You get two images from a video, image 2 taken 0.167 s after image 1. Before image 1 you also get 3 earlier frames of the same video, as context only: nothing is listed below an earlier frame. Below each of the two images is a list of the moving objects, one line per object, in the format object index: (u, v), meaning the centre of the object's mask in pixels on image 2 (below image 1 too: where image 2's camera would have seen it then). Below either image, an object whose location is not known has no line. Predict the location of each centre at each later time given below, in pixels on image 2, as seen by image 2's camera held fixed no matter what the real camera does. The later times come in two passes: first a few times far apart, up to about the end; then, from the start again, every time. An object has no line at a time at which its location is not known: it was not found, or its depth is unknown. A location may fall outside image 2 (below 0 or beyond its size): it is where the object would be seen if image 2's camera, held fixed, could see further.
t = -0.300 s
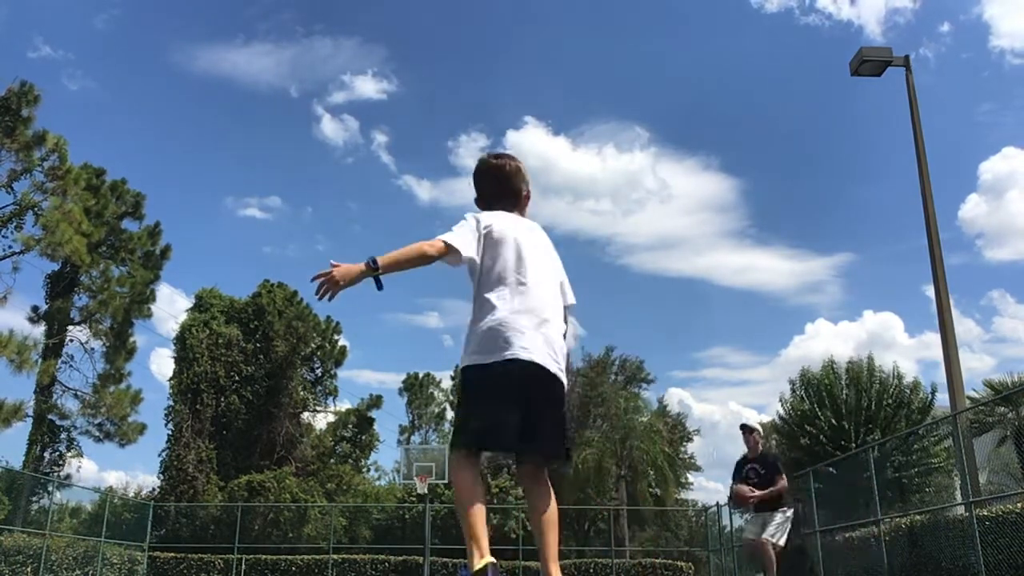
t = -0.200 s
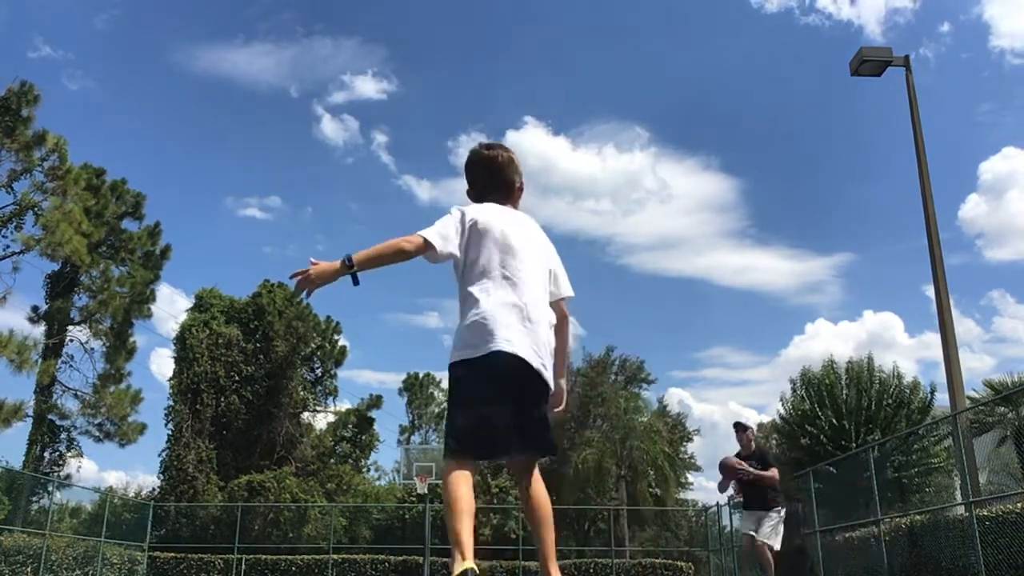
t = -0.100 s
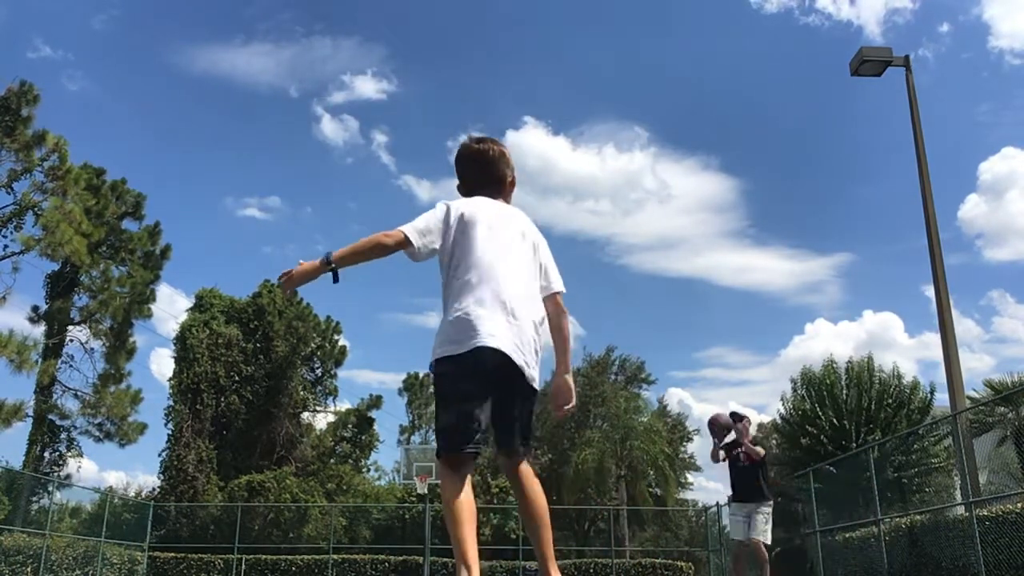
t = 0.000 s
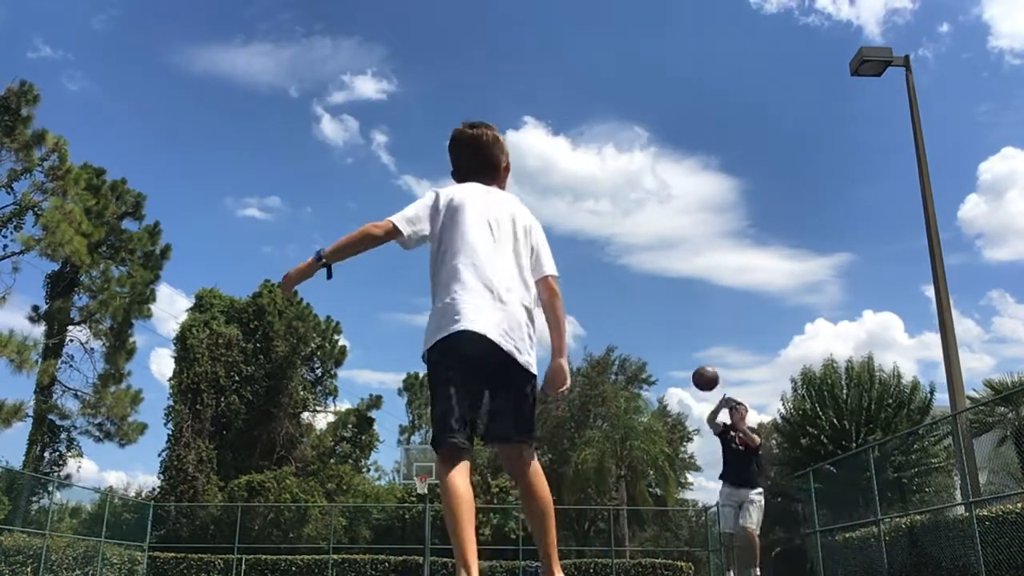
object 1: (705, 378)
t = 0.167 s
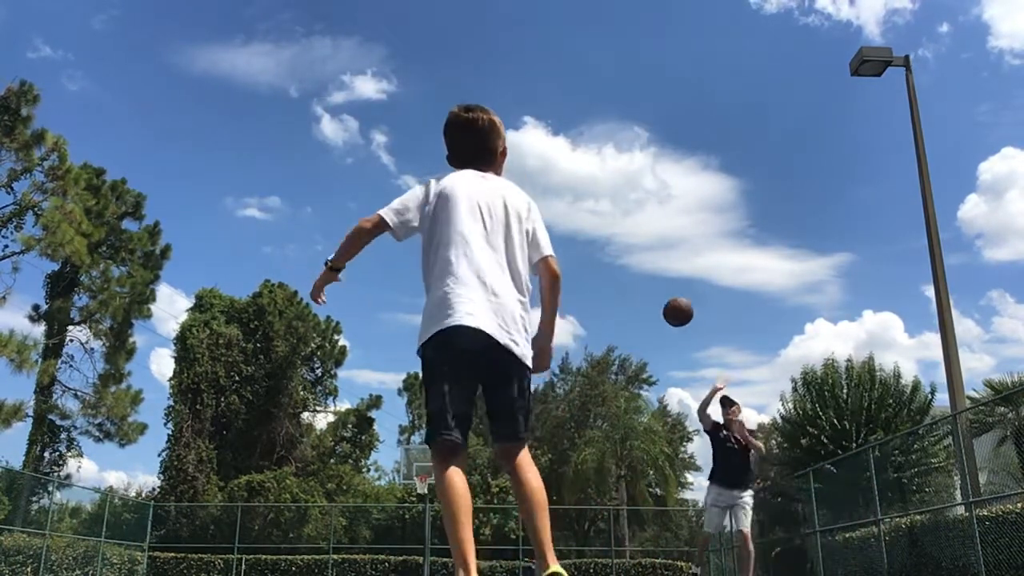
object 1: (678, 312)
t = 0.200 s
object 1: (671, 301)
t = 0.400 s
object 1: (627, 251)
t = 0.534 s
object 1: (587, 243)
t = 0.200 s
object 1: (671, 301)
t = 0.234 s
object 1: (665, 290)
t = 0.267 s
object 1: (658, 280)
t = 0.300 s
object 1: (651, 271)
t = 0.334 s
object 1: (643, 263)
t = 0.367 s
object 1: (635, 256)
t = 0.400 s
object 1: (627, 251)
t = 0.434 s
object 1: (618, 246)
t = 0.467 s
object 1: (609, 243)
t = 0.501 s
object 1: (598, 242)
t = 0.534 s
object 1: (587, 243)
